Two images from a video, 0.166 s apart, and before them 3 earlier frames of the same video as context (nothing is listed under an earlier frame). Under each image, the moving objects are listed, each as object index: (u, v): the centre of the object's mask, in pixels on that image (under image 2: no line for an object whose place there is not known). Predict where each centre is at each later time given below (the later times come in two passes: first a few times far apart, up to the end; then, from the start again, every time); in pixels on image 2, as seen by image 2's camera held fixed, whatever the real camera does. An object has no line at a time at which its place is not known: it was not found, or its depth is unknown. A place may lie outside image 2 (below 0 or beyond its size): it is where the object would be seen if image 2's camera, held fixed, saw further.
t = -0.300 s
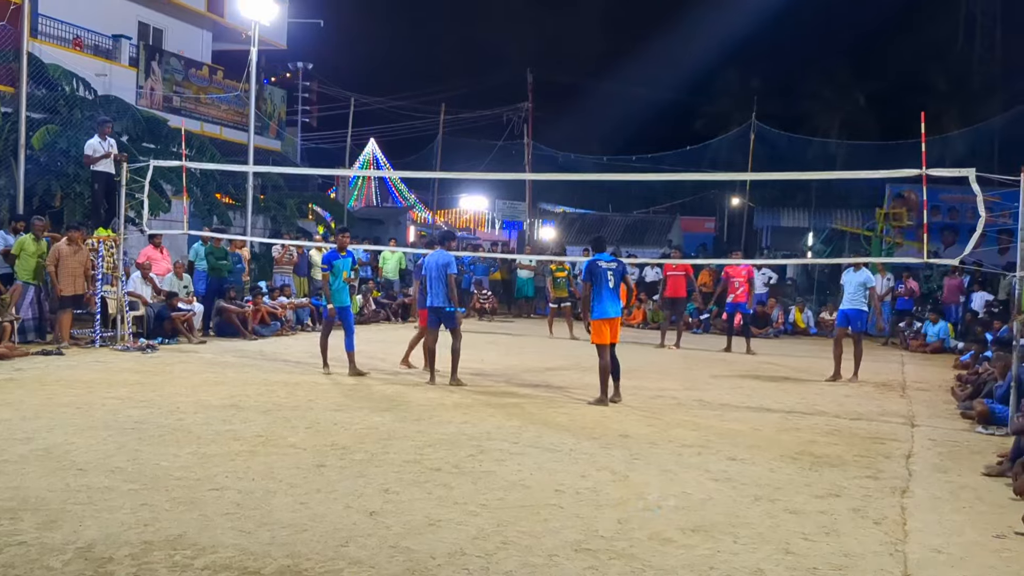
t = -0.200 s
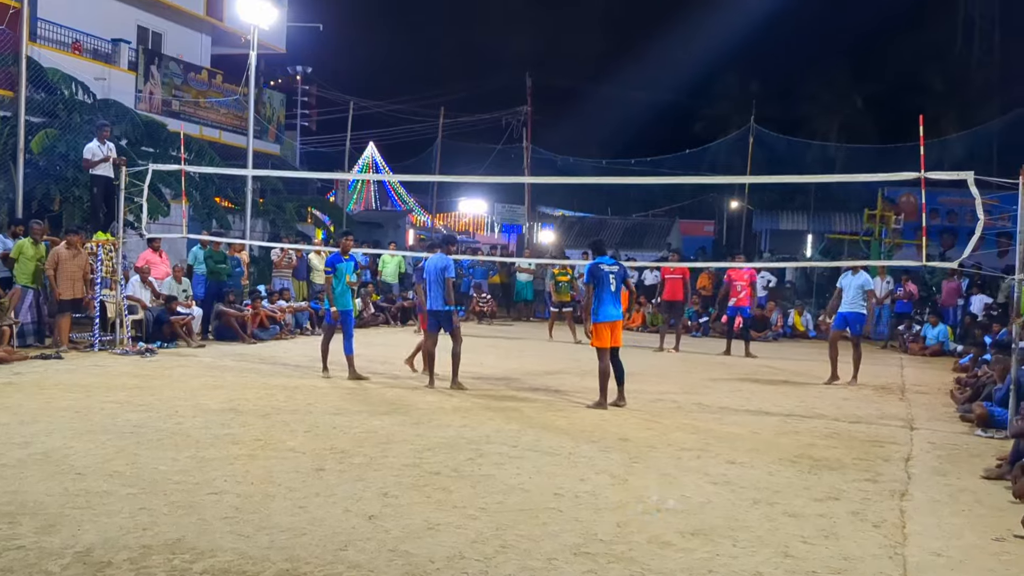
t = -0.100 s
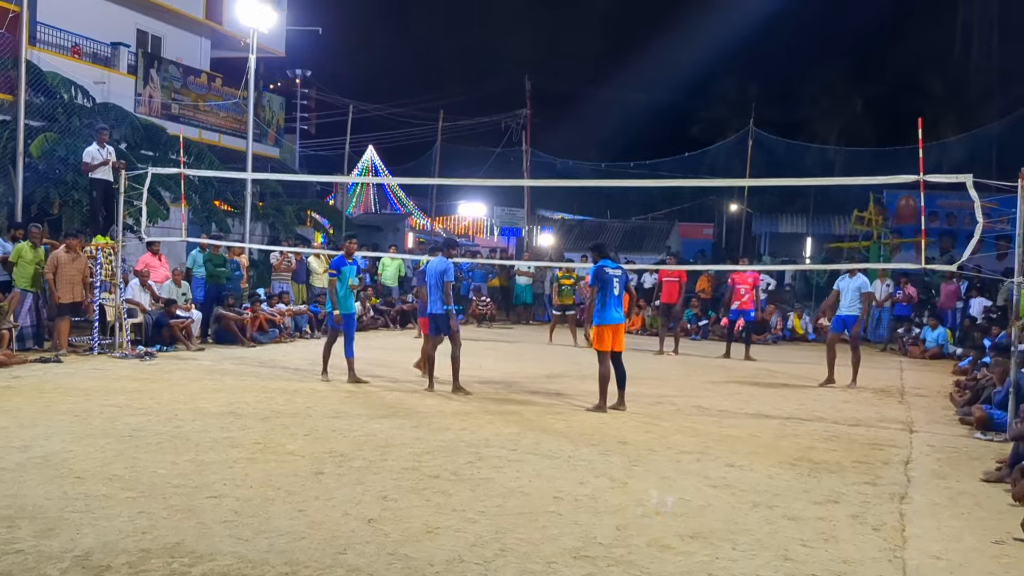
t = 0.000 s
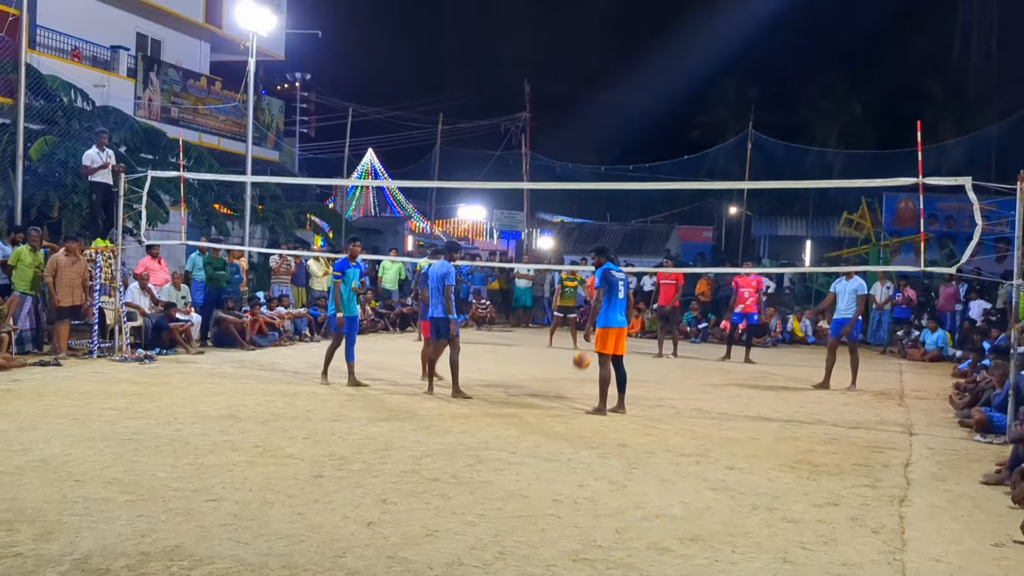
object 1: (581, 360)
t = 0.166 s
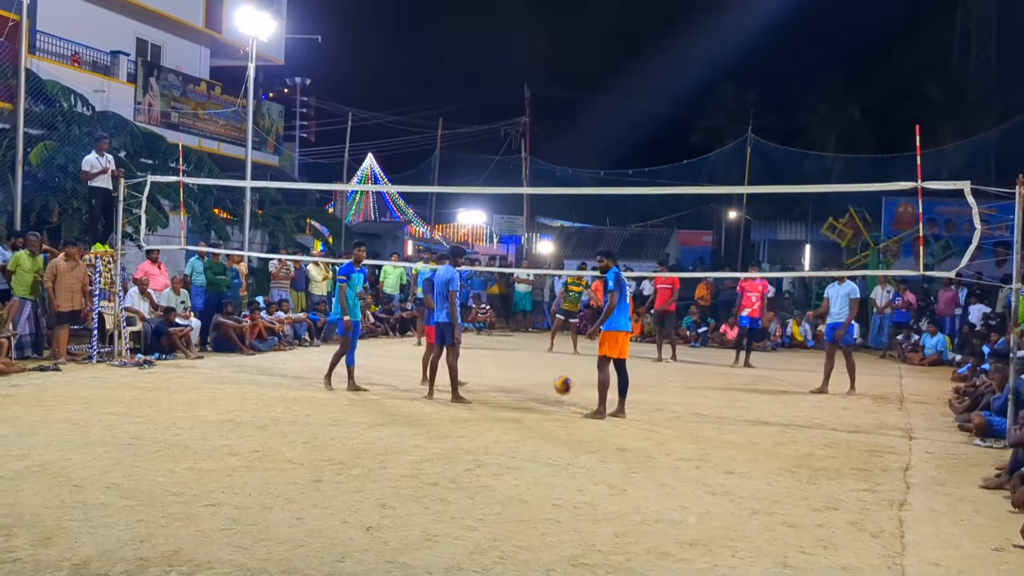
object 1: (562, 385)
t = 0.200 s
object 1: (559, 382)
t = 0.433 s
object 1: (531, 373)
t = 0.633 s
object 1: (501, 415)
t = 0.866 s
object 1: (460, 409)
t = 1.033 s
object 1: (424, 432)
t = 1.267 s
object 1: (363, 456)
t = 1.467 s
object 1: (296, 497)
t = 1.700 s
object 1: (199, 512)
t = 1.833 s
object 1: (131, 541)
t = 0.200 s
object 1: (559, 382)
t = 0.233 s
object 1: (555, 377)
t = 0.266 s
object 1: (552, 373)
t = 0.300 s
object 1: (548, 371)
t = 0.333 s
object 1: (544, 370)
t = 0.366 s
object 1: (540, 370)
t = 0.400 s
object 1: (536, 371)
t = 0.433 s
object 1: (531, 373)
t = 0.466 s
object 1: (527, 377)
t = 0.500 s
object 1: (522, 382)
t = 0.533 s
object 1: (517, 388)
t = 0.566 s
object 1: (512, 395)
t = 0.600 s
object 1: (506, 404)
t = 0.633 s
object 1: (501, 415)
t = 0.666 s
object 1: (495, 426)
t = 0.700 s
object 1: (490, 421)
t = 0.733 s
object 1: (484, 416)
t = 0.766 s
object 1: (479, 413)
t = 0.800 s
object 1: (472, 411)
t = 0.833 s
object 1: (467, 409)
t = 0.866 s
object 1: (460, 409)
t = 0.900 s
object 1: (453, 411)
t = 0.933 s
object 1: (447, 415)
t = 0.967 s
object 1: (439, 419)
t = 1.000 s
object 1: (432, 425)
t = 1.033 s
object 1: (424, 432)
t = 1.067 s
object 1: (416, 444)
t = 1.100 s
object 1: (407, 456)
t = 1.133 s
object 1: (399, 466)
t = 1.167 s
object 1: (390, 461)
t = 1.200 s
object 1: (381, 457)
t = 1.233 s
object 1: (373, 456)
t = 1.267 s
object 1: (363, 456)
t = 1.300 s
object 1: (354, 457)
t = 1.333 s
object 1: (343, 461)
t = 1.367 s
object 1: (332, 467)
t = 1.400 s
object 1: (321, 475)
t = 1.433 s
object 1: (309, 484)
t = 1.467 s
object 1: (296, 497)
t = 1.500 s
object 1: (282, 512)
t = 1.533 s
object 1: (269, 519)
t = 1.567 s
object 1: (257, 514)
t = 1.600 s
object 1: (244, 509)
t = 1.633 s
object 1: (230, 507)
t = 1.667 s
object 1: (215, 508)
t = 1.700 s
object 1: (199, 512)
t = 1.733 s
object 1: (184, 517)
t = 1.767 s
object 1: (167, 525)
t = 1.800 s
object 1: (149, 535)
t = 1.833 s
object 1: (131, 541)
